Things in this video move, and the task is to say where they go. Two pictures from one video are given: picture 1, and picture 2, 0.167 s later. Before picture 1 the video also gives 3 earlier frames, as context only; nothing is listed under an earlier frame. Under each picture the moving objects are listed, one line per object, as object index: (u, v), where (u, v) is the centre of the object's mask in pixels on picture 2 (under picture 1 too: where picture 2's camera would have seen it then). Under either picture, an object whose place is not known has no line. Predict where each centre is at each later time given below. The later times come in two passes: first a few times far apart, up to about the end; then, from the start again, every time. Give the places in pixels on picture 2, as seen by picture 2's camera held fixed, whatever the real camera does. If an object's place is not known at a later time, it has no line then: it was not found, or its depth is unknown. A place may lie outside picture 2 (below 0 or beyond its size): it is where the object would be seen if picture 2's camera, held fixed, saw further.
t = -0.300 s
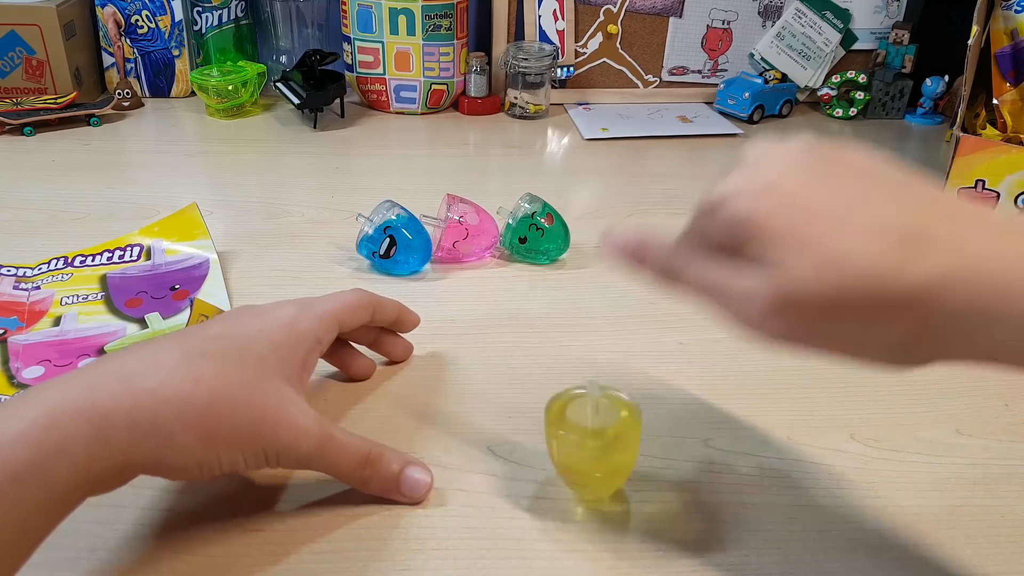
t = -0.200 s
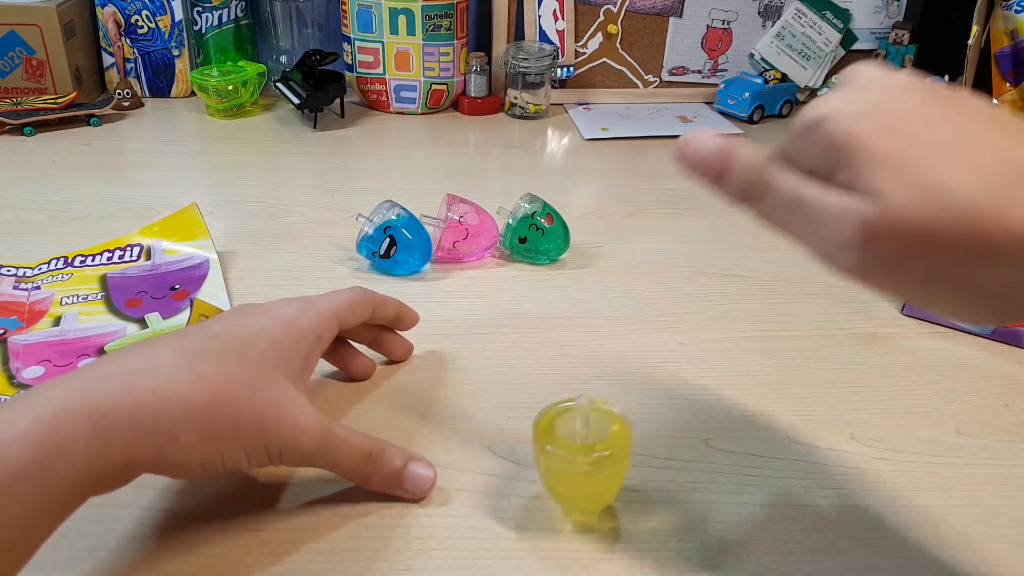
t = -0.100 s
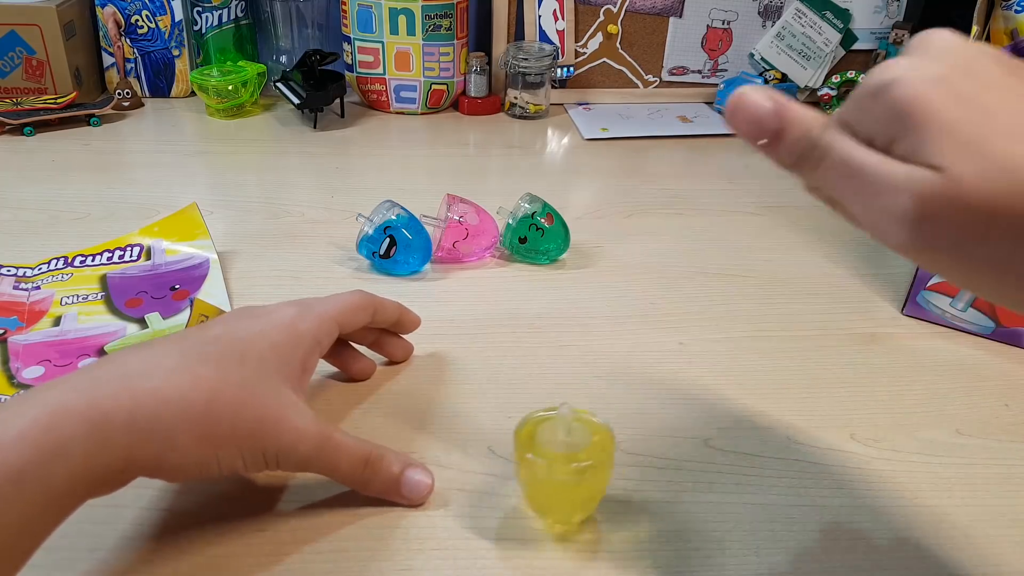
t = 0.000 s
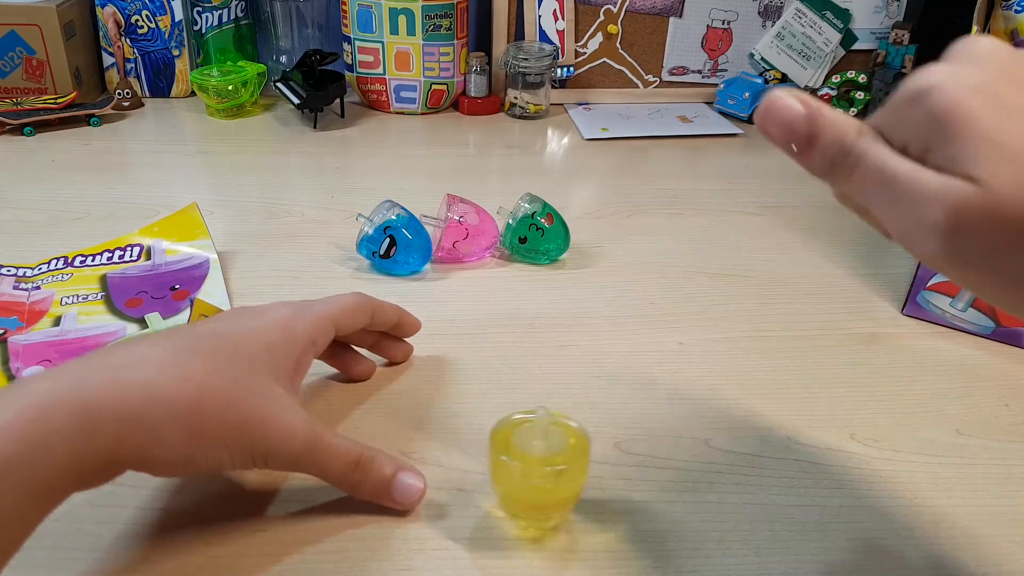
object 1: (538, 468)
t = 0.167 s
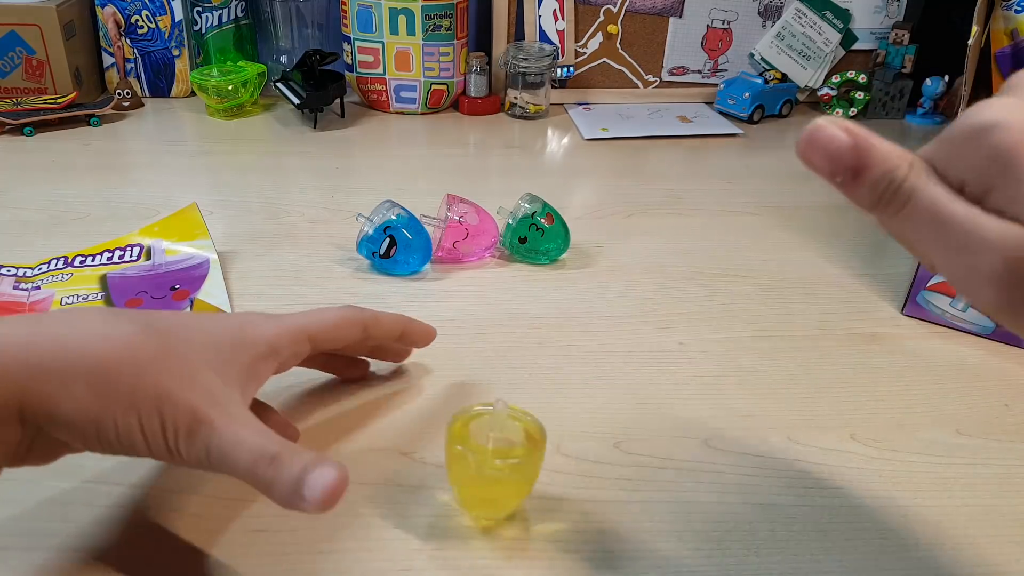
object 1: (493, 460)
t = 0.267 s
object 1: (473, 449)
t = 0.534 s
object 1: (457, 407)
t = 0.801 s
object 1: (491, 383)
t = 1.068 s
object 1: (533, 391)
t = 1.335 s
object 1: (542, 421)
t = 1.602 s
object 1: (500, 441)
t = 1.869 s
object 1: (446, 427)
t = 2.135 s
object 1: (434, 394)
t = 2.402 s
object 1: (463, 373)
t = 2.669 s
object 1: (497, 380)
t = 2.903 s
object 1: (502, 403)
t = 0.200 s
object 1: (486, 457)
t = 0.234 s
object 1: (479, 452)
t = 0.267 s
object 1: (473, 449)
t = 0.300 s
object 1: (468, 443)
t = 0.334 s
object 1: (463, 439)
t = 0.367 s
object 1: (460, 431)
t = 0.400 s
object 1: (458, 428)
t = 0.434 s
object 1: (456, 422)
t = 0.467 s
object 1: (456, 417)
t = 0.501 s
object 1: (456, 412)
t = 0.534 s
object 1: (457, 407)
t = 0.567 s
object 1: (460, 402)
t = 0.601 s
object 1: (462, 399)
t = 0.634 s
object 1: (465, 395)
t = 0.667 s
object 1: (470, 392)
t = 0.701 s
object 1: (475, 389)
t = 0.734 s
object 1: (479, 386)
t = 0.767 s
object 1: (485, 384)
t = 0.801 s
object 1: (491, 383)
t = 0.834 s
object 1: (496, 382)
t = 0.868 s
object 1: (502, 382)
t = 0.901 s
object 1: (508, 382)
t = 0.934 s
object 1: (514, 383)
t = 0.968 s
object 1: (519, 384)
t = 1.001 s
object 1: (525, 386)
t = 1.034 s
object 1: (529, 388)
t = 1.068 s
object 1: (533, 391)
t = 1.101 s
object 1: (537, 394)
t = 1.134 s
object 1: (540, 397)
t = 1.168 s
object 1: (542, 401)
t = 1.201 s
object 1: (544, 405)
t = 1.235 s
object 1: (545, 408)
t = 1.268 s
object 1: (545, 413)
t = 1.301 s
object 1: (544, 417)
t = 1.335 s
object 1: (542, 421)
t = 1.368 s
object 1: (539, 425)
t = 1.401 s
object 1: (536, 428)
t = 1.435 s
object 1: (532, 431)
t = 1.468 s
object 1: (526, 434)
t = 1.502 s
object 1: (520, 437)
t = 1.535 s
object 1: (514, 439)
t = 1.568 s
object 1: (507, 440)
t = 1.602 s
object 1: (500, 441)
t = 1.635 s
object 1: (492, 441)
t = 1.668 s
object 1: (485, 440)
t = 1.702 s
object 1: (478, 440)
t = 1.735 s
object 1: (471, 438)
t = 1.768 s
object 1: (464, 436)
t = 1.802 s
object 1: (457, 433)
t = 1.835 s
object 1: (452, 430)
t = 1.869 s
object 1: (446, 427)
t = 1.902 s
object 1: (442, 423)
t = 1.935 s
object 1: (439, 419)
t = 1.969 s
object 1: (436, 415)
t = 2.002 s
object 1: (434, 411)
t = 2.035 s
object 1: (432, 406)
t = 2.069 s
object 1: (432, 402)
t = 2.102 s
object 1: (433, 398)
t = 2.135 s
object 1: (434, 394)
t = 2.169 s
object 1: (436, 390)
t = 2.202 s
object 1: (438, 386)
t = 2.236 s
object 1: (441, 384)
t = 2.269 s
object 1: (445, 381)
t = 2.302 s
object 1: (449, 377)
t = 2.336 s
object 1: (453, 376)
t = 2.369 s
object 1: (458, 374)
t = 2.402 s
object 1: (463, 373)
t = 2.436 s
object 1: (468, 369)
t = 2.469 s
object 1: (473, 372)
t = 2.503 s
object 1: (477, 373)
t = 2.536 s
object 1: (482, 373)
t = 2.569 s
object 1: (486, 374)
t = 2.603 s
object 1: (490, 376)
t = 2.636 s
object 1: (494, 378)
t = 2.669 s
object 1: (497, 380)
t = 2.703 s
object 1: (500, 383)
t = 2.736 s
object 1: (502, 386)
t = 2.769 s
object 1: (503, 390)
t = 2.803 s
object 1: (504, 393)
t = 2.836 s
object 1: (504, 396)
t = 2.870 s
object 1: (503, 399)
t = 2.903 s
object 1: (502, 403)
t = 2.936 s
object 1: (501, 407)
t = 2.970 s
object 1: (497, 411)
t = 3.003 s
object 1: (493, 414)
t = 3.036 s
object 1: (490, 416)
